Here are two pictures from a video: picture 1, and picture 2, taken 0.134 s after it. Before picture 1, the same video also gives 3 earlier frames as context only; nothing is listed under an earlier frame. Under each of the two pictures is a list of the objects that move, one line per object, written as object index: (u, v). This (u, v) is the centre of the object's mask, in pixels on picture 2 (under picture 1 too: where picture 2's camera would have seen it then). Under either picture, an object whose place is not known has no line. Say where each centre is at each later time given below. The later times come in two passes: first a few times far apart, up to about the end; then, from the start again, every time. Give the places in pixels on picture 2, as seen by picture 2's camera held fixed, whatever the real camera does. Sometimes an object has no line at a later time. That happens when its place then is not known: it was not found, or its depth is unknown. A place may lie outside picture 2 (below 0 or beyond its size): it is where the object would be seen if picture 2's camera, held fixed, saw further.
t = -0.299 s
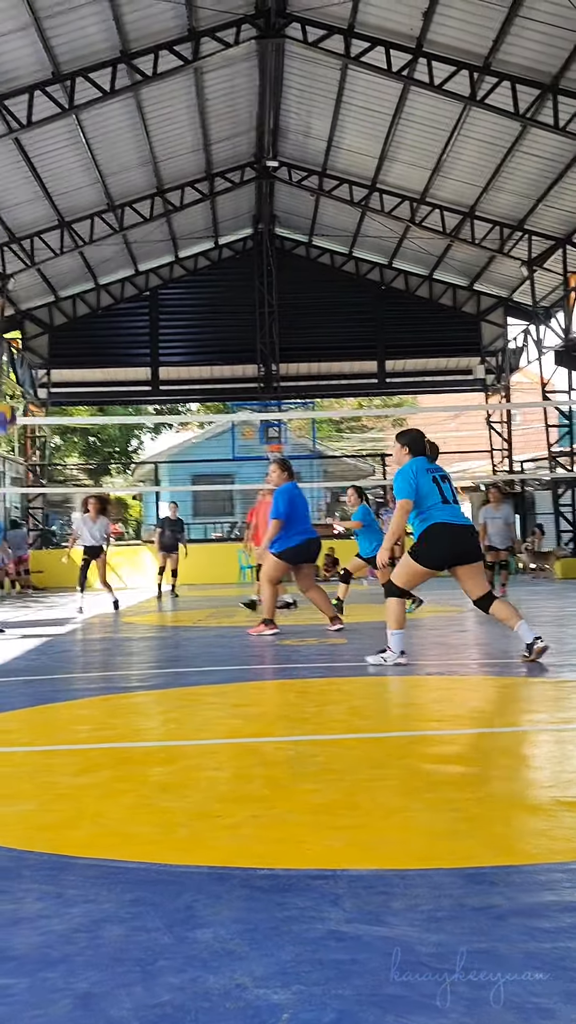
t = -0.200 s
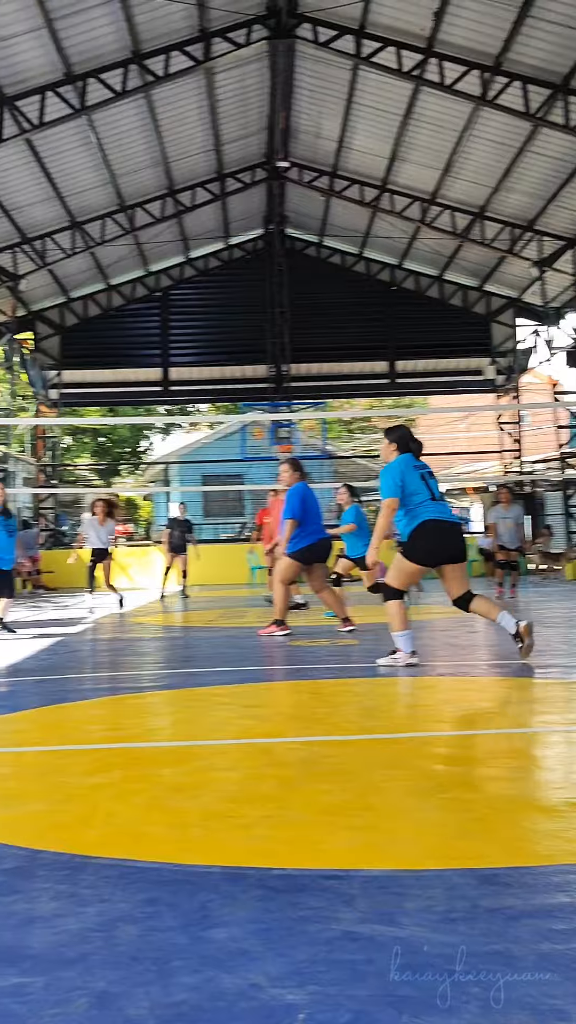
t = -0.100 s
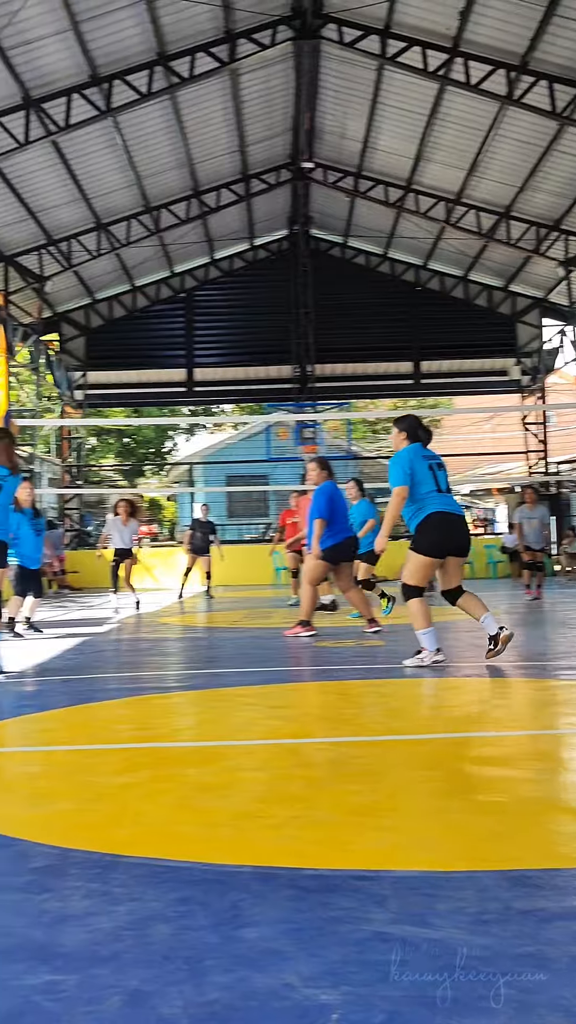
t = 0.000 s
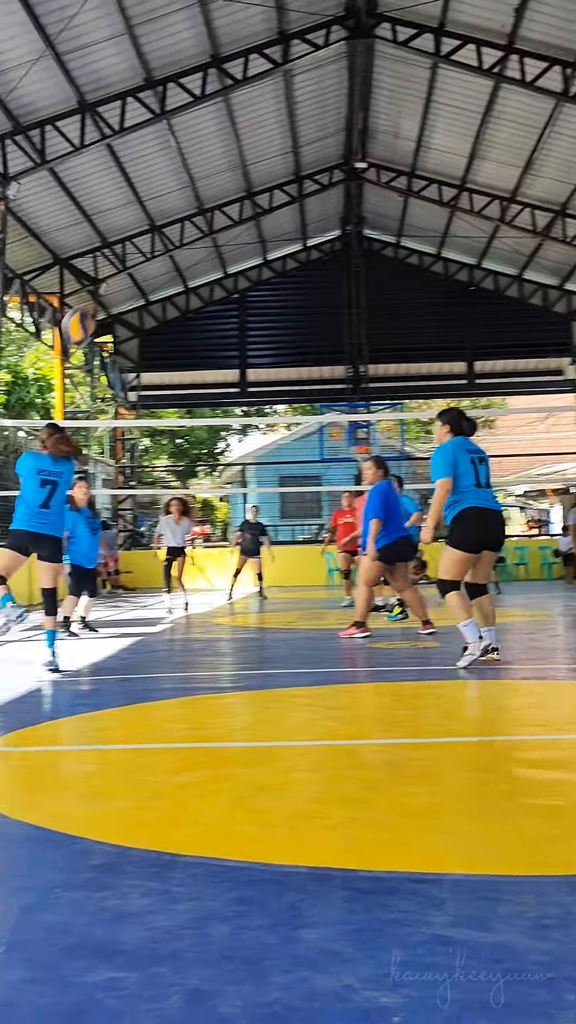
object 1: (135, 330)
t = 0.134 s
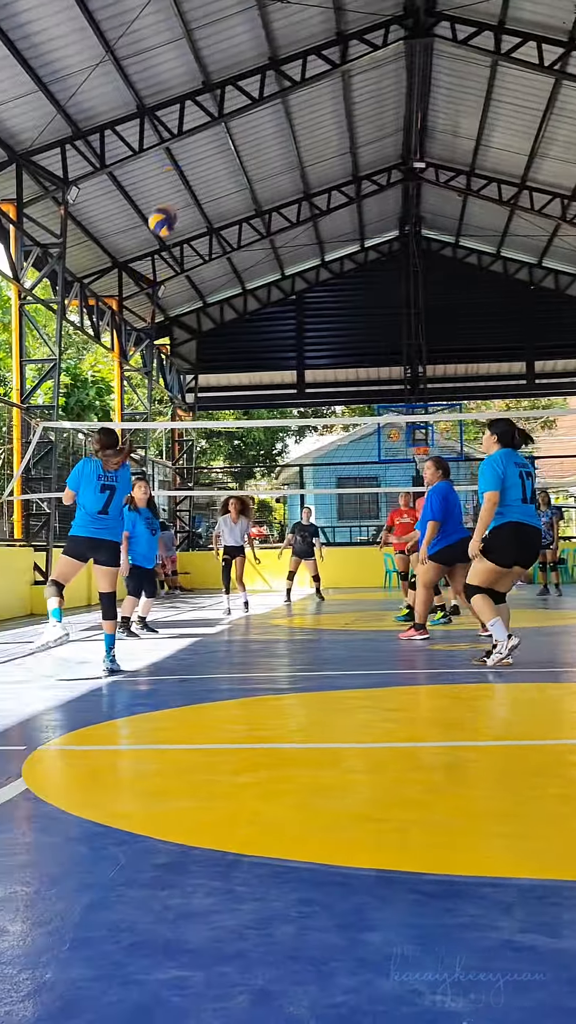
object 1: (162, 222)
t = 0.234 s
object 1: (180, 161)
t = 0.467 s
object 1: (215, 81)
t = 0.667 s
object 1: (241, 71)
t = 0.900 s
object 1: (270, 115)
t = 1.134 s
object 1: (296, 213)
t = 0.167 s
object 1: (168, 199)
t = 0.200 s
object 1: (174, 179)
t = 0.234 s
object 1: (180, 161)
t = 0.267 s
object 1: (185, 145)
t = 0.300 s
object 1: (190, 130)
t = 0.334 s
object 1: (196, 117)
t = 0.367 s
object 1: (201, 106)
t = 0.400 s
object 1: (206, 97)
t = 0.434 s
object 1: (211, 88)
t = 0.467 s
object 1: (215, 81)
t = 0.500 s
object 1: (220, 77)
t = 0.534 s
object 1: (224, 73)
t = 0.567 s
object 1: (229, 70)
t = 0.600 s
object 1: (233, 70)
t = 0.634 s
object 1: (237, 70)
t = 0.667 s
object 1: (241, 71)
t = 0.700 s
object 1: (245, 74)
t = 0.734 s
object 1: (250, 79)
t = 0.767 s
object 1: (254, 83)
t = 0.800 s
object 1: (258, 89)
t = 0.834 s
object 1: (261, 97)
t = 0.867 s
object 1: (266, 106)
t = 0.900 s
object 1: (270, 115)
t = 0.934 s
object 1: (274, 125)
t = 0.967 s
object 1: (277, 137)
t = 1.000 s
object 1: (282, 151)
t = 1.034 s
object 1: (285, 164)
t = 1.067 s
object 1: (288, 179)
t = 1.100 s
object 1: (292, 196)
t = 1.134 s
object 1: (296, 213)
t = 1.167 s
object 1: (300, 231)
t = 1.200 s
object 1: (303, 250)
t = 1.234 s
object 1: (307, 271)
